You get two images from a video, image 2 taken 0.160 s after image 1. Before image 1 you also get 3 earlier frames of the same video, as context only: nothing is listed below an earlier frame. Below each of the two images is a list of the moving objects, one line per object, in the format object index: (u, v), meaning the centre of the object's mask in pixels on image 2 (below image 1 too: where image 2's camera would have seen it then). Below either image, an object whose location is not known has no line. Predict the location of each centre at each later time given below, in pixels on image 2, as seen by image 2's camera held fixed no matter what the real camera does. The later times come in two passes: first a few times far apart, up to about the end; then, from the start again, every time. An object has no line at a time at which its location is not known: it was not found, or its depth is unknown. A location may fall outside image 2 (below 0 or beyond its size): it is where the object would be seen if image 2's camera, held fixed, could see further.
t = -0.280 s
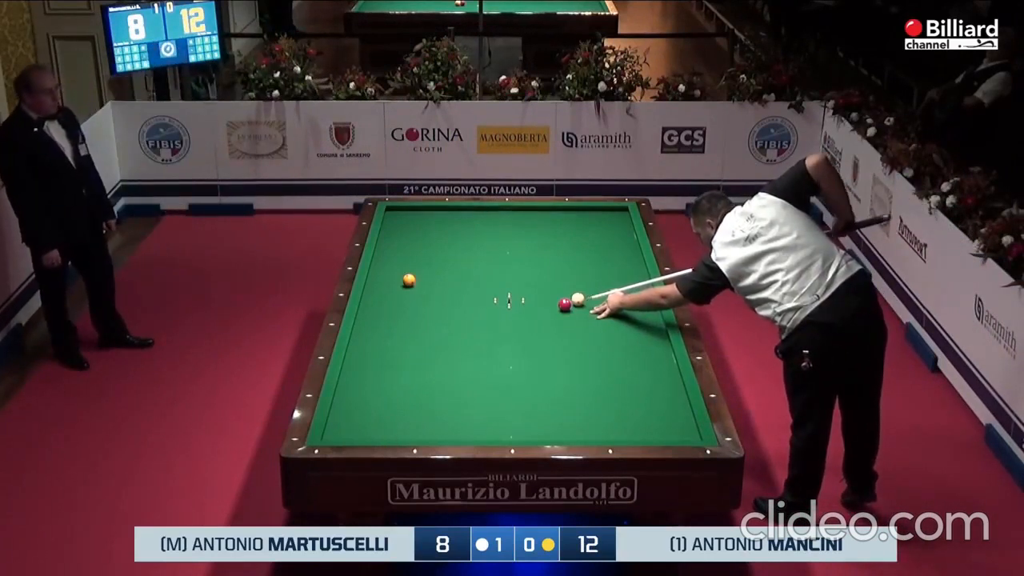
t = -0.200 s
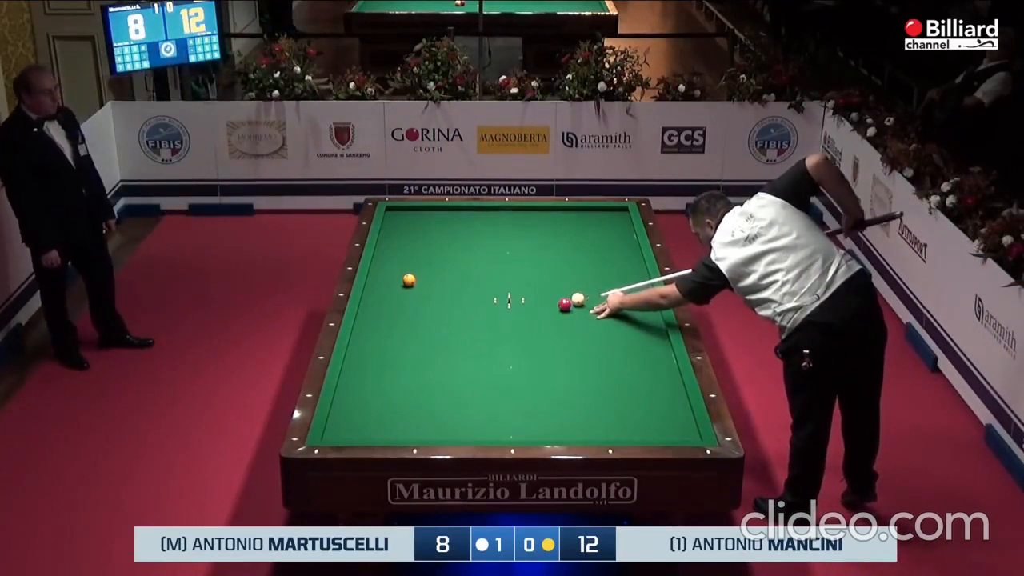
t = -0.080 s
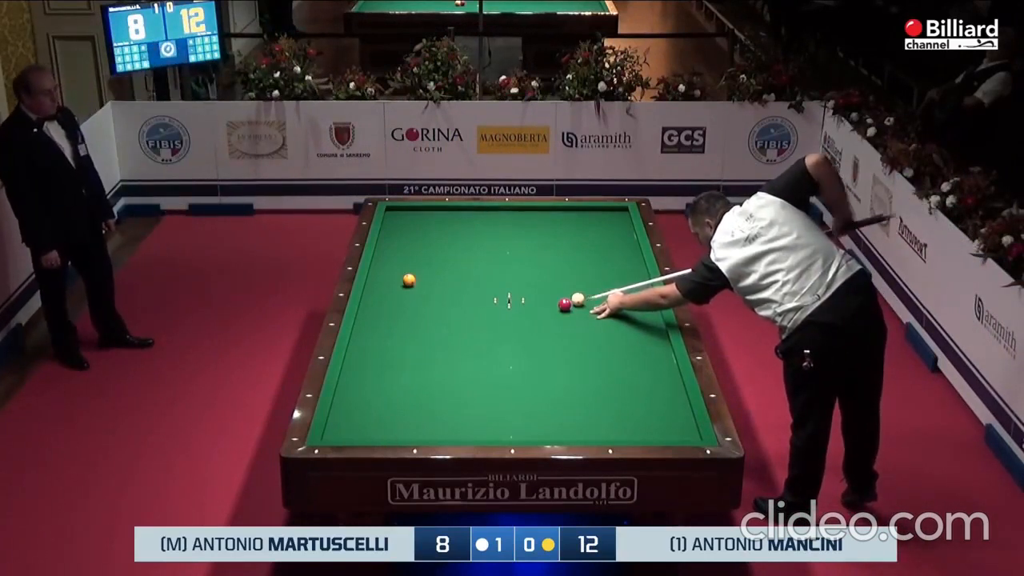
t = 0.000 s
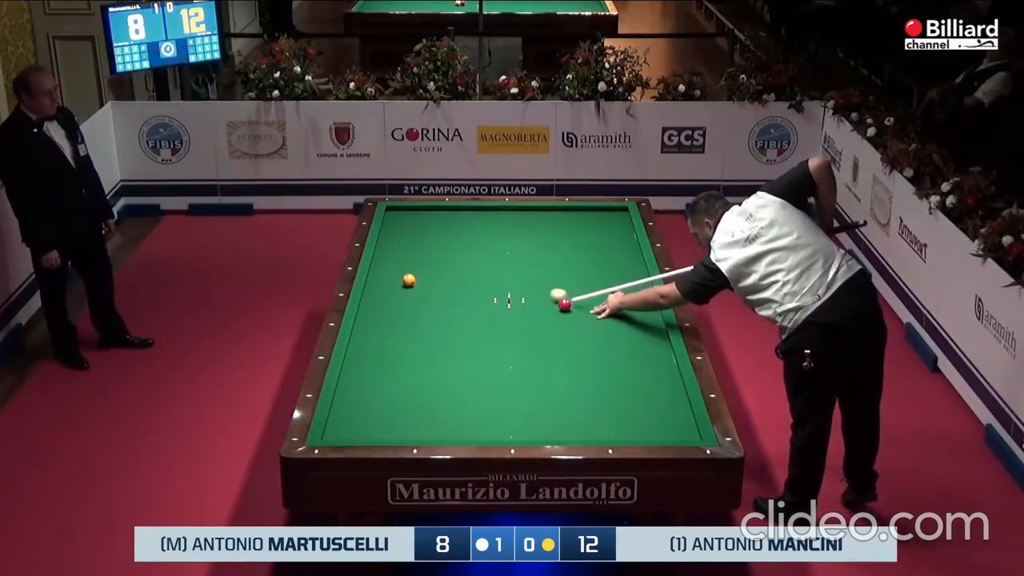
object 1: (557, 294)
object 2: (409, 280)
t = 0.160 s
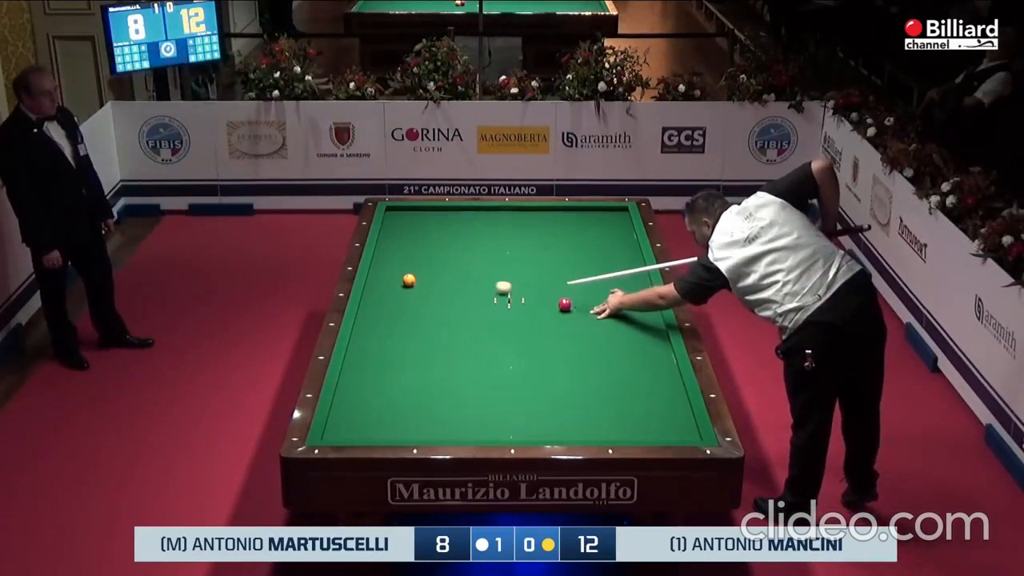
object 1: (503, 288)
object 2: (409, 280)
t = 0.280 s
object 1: (467, 282)
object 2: (409, 280)
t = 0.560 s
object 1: (399, 273)
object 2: (408, 281)
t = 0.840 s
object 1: (395, 270)
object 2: (403, 283)
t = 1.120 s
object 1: (424, 268)
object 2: (399, 285)
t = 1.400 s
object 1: (449, 266)
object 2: (396, 287)
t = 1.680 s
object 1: (474, 264)
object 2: (394, 288)
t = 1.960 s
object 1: (498, 263)
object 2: (391, 289)
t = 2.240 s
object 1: (521, 261)
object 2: (389, 291)
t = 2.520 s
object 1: (543, 259)
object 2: (388, 292)
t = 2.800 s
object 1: (565, 258)
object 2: (387, 292)
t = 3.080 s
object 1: (585, 256)
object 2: (387, 293)
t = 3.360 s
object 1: (605, 255)
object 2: (386, 292)
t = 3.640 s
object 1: (623, 253)
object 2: (386, 293)
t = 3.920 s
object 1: (633, 252)
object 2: (386, 293)
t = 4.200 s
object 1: (623, 249)
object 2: (386, 293)
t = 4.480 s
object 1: (614, 247)
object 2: (386, 293)
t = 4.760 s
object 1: (605, 245)
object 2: (386, 293)
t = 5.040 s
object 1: (596, 243)
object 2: (387, 293)
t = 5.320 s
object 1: (589, 241)
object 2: (387, 293)
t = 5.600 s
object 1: (581, 239)
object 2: (386, 293)
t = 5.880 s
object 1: (575, 237)
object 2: (386, 293)
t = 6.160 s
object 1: (569, 236)
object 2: (386, 293)
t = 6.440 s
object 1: (563, 235)
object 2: (386, 293)
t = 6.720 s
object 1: (558, 233)
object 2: (386, 293)
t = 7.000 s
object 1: (553, 232)
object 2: (386, 293)
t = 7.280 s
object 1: (549, 231)
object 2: (386, 293)
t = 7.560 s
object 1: (545, 231)
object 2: (386, 293)
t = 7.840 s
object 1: (542, 230)
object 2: (386, 293)
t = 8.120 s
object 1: (539, 229)
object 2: (386, 293)
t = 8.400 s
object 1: (537, 229)
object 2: (386, 293)
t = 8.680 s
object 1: (535, 228)
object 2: (386, 293)
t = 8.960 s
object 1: (534, 228)
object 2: (386, 293)
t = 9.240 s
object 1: (533, 228)
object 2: (386, 293)
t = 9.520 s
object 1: (532, 228)
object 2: (386, 293)
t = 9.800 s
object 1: (532, 228)
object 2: (386, 293)
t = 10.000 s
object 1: (532, 228)
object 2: (386, 293)
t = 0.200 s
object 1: (491, 285)
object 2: (409, 280)
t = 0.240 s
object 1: (478, 284)
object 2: (409, 280)
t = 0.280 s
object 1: (467, 282)
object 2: (409, 280)
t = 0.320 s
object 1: (456, 281)
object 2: (409, 280)
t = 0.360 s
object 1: (445, 280)
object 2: (409, 280)
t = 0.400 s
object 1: (435, 278)
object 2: (409, 280)
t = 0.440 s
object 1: (426, 277)
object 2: (409, 281)
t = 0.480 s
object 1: (417, 275)
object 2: (408, 281)
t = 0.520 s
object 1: (408, 272)
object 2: (408, 282)
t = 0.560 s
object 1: (399, 273)
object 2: (408, 281)
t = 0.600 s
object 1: (392, 273)
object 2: (407, 281)
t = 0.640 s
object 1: (385, 272)
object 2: (406, 281)
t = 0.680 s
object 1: (377, 271)
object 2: (406, 282)
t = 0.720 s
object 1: (377, 271)
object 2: (405, 282)
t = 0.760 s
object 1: (383, 270)
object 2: (404, 282)
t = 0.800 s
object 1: (389, 270)
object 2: (404, 283)
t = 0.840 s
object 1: (395, 270)
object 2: (403, 283)
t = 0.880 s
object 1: (400, 270)
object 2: (403, 284)
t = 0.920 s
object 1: (405, 269)
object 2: (402, 284)
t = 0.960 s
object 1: (408, 269)
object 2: (401, 284)
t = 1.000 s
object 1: (412, 269)
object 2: (401, 284)
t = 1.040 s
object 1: (416, 269)
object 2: (400, 284)
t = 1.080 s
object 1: (420, 268)
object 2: (400, 284)
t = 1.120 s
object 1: (424, 268)
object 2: (399, 285)
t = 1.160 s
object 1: (427, 268)
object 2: (399, 285)
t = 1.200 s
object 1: (431, 267)
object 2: (398, 285)
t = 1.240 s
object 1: (435, 267)
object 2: (398, 286)
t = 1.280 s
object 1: (438, 267)
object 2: (397, 286)
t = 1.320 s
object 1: (442, 267)
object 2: (397, 286)
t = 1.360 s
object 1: (446, 267)
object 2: (397, 286)
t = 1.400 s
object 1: (449, 266)
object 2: (396, 287)
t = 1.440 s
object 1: (453, 266)
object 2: (396, 287)
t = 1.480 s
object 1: (456, 266)
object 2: (395, 287)
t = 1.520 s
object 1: (460, 265)
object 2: (395, 287)
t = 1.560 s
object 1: (464, 265)
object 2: (395, 287)
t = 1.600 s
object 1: (467, 265)
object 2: (394, 288)
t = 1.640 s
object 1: (471, 265)
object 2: (394, 288)
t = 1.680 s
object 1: (474, 264)
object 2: (394, 288)
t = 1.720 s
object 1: (478, 264)
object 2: (393, 288)
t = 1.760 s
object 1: (481, 264)
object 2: (393, 289)
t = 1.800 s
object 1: (484, 264)
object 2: (392, 289)
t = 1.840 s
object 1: (488, 263)
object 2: (392, 289)
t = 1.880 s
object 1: (491, 263)
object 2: (392, 289)
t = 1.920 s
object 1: (495, 263)
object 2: (391, 289)
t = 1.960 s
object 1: (498, 263)
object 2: (391, 289)
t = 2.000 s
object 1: (501, 262)
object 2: (391, 290)
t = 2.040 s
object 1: (505, 262)
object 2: (390, 290)
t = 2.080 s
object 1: (508, 262)
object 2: (390, 290)
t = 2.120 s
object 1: (511, 262)
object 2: (390, 290)
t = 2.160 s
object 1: (515, 261)
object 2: (390, 290)
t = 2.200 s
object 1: (518, 261)
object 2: (390, 290)
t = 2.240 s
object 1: (521, 261)
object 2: (389, 291)
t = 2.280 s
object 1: (524, 261)
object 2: (389, 291)
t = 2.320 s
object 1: (528, 260)
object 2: (389, 291)
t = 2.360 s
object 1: (531, 260)
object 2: (389, 291)
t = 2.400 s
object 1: (534, 260)
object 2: (389, 291)
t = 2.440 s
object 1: (537, 260)
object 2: (389, 291)
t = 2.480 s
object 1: (540, 259)
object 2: (388, 291)
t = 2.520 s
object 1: (543, 259)
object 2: (388, 292)
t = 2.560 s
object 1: (547, 259)
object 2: (388, 292)
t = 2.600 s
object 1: (549, 259)
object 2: (388, 292)
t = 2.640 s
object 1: (553, 259)
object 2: (388, 292)
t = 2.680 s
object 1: (556, 258)
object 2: (388, 292)
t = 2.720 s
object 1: (559, 258)
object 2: (388, 292)
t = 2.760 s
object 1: (561, 258)
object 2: (388, 292)
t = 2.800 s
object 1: (565, 258)
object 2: (387, 292)
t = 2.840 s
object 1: (568, 257)
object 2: (387, 292)
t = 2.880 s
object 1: (571, 257)
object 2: (387, 292)
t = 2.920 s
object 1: (573, 257)
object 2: (387, 292)
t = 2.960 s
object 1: (576, 257)
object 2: (387, 292)
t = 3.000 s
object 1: (579, 257)
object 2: (387, 292)
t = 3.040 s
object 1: (582, 257)
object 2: (387, 293)
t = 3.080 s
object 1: (585, 256)
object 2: (387, 293)
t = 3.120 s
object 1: (588, 256)
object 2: (387, 293)
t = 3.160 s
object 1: (591, 256)
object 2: (387, 293)
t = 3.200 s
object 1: (593, 256)
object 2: (387, 293)
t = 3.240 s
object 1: (596, 255)
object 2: (387, 293)
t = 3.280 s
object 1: (599, 255)
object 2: (386, 293)
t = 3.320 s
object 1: (602, 255)
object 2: (387, 293)
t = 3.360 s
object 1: (605, 255)
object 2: (386, 292)
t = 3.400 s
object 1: (607, 255)
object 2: (386, 293)
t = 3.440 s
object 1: (610, 254)
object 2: (386, 293)
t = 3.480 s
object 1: (613, 254)
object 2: (386, 293)
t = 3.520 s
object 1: (615, 254)
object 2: (386, 293)
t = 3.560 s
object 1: (618, 254)
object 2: (386, 293)
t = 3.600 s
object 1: (621, 254)
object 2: (386, 293)
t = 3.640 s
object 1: (623, 253)
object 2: (386, 293)
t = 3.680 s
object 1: (626, 253)
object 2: (386, 293)
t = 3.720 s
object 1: (629, 253)
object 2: (386, 293)
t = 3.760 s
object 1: (631, 253)
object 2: (386, 293)
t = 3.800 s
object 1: (634, 253)
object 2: (386, 293)
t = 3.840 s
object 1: (636, 253)
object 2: (386, 293)
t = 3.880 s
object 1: (635, 252)
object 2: (386, 293)
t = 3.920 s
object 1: (633, 252)
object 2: (386, 293)
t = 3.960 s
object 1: (632, 251)
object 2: (386, 293)
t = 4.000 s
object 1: (630, 251)
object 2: (386, 293)
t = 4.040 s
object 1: (629, 251)
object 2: (386, 293)
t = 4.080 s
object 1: (628, 250)
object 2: (386, 293)
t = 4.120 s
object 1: (626, 250)
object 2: (386, 293)
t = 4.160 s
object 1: (625, 250)
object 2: (386, 293)
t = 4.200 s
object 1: (623, 249)
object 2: (386, 293)
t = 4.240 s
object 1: (622, 249)
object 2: (386, 293)
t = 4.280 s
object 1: (620, 249)
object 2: (386, 293)
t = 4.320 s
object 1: (619, 248)
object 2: (386, 293)
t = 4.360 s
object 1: (618, 248)
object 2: (386, 293)
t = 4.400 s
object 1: (616, 248)
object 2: (386, 293)
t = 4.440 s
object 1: (615, 247)
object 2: (386, 293)
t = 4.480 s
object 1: (614, 247)
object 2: (386, 293)
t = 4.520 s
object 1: (612, 247)
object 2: (386, 293)
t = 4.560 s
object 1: (611, 246)
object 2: (386, 293)
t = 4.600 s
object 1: (610, 246)
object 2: (386, 293)
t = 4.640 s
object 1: (608, 246)
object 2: (386, 293)
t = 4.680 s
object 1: (607, 245)
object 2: (386, 293)
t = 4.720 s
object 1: (606, 245)
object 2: (386, 293)
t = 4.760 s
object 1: (605, 245)
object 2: (386, 293)
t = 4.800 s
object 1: (603, 244)
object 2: (386, 293)
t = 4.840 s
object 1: (602, 244)
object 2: (386, 293)
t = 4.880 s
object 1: (601, 244)
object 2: (386, 293)
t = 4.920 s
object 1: (600, 244)
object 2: (386, 293)
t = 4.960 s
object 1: (599, 243)
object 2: (386, 293)
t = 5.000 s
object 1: (598, 243)
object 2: (387, 293)
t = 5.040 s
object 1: (596, 243)
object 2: (387, 293)
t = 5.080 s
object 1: (595, 243)
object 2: (387, 293)
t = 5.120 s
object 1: (594, 242)
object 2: (387, 293)
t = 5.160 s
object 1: (593, 242)
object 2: (387, 293)
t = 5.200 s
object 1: (592, 241)
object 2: (387, 293)
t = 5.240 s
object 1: (591, 241)
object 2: (387, 293)
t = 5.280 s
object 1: (590, 241)
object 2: (387, 293)
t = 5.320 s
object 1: (589, 241)
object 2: (387, 293)
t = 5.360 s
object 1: (588, 241)
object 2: (387, 293)
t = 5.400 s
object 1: (586, 240)
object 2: (387, 293)
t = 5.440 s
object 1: (585, 240)
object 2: (387, 293)
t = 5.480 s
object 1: (584, 240)
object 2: (387, 293)
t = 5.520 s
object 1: (583, 240)
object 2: (387, 293)
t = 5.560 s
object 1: (582, 240)
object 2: (386, 293)
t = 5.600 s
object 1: (581, 239)
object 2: (386, 293)
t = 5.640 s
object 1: (580, 239)
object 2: (386, 293)
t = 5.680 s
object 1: (579, 239)
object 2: (386, 293)
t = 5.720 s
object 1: (578, 238)
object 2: (386, 293)
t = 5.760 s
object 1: (577, 238)
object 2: (386, 293)
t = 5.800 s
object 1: (577, 238)
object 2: (386, 293)
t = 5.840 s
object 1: (576, 237)
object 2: (386, 293)
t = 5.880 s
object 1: (575, 237)
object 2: (386, 293)
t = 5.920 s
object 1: (574, 237)
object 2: (386, 293)
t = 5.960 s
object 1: (573, 237)
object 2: (386, 293)
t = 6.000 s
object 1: (572, 237)
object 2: (386, 293)
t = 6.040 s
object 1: (571, 237)
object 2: (386, 293)
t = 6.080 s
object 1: (570, 236)
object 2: (386, 293)
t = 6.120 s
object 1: (569, 236)
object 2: (386, 293)
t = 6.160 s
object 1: (569, 236)
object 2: (386, 293)
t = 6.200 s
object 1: (568, 236)
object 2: (386, 293)
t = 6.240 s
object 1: (567, 236)
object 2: (386, 293)
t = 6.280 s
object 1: (566, 235)
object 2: (386, 293)
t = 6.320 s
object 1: (565, 235)
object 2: (386, 293)
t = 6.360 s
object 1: (564, 235)
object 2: (386, 293)
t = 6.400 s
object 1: (564, 235)
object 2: (386, 293)
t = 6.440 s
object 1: (563, 235)
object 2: (386, 293)
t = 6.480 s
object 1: (562, 234)
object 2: (386, 293)
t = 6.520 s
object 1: (561, 234)
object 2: (386, 293)
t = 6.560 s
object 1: (560, 234)
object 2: (386, 293)
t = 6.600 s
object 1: (560, 234)
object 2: (386, 293)
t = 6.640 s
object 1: (559, 234)
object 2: (386, 293)
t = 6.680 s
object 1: (558, 234)
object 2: (386, 293)
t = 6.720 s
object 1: (558, 233)
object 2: (386, 293)
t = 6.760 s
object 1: (557, 233)
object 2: (386, 293)
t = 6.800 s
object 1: (556, 233)
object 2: (386, 293)
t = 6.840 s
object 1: (556, 233)
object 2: (386, 293)
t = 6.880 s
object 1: (555, 233)
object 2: (386, 293)
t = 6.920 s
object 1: (554, 233)
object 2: (386, 293)
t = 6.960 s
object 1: (554, 233)
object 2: (386, 293)
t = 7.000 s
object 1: (553, 232)
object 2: (386, 293)
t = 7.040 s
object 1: (552, 232)
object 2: (386, 293)
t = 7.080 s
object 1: (552, 232)
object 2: (386, 293)
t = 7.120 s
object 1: (551, 232)
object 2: (386, 293)
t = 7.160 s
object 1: (550, 232)
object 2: (386, 293)
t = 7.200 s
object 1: (550, 232)
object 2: (386, 293)
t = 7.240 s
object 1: (549, 232)
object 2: (386, 293)
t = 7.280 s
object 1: (549, 231)
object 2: (386, 293)
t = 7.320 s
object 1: (548, 231)
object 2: (386, 293)
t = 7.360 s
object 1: (548, 231)
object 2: (386, 293)
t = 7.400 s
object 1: (547, 231)
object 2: (386, 293)
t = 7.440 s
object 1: (547, 231)
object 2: (386, 293)
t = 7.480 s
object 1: (546, 231)
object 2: (386, 293)
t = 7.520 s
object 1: (546, 231)
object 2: (386, 293)
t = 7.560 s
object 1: (545, 231)
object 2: (386, 293)
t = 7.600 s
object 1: (544, 231)
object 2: (386, 293)
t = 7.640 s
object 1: (544, 231)
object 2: (386, 293)
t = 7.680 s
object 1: (543, 230)
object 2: (386, 293)
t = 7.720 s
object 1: (543, 230)
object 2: (386, 293)
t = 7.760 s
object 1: (543, 230)
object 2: (386, 293)
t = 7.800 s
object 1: (542, 230)
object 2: (386, 293)
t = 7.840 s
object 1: (542, 230)
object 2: (386, 293)
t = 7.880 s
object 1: (541, 230)
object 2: (386, 293)
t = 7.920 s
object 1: (541, 230)
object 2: (386, 293)
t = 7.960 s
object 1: (541, 230)
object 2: (386, 293)
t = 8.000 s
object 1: (540, 229)
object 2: (386, 293)
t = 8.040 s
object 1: (540, 229)
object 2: (386, 293)
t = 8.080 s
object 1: (539, 229)
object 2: (386, 293)
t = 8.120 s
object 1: (539, 229)
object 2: (386, 293)
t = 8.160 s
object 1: (539, 229)
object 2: (386, 293)
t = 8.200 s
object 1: (538, 229)
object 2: (386, 293)
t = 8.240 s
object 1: (538, 229)
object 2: (386, 293)
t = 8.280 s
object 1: (538, 229)
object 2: (386, 293)
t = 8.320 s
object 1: (537, 229)
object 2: (386, 293)
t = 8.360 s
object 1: (537, 229)
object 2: (386, 293)
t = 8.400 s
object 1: (537, 229)
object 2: (386, 293)
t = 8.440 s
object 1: (536, 229)
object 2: (386, 293)
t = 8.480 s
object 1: (536, 229)
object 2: (386, 293)
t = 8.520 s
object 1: (536, 229)
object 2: (386, 293)
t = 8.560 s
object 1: (536, 229)
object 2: (386, 293)
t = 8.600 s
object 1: (535, 229)
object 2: (386, 293)
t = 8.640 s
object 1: (535, 229)
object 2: (386, 293)
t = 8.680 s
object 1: (535, 228)
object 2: (386, 293)
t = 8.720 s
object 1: (535, 228)
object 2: (386, 293)
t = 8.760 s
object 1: (534, 228)
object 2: (386, 293)
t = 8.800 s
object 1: (534, 228)
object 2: (386, 293)
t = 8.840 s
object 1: (534, 228)
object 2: (386, 293)
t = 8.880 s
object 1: (534, 228)
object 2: (386, 293)
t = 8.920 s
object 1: (534, 228)
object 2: (386, 293)
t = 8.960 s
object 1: (534, 228)
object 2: (386, 293)
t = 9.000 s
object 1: (534, 228)
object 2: (386, 293)
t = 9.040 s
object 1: (533, 228)
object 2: (386, 293)
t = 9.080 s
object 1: (533, 228)
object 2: (386, 293)
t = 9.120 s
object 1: (533, 228)
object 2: (386, 293)
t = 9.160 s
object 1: (533, 228)
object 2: (386, 293)
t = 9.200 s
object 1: (533, 228)
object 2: (386, 293)
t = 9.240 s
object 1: (533, 228)
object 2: (386, 293)
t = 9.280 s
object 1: (533, 228)
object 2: (386, 293)
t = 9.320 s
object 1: (533, 228)
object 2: (386, 293)
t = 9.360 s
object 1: (532, 228)
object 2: (386, 293)
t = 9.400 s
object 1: (532, 228)
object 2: (386, 293)
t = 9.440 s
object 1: (532, 228)
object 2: (386, 293)
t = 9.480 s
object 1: (532, 228)
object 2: (386, 293)
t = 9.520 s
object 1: (532, 228)
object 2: (386, 293)
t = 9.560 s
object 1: (532, 228)
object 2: (386, 293)
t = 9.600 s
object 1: (532, 228)
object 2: (386, 293)
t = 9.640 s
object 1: (532, 228)
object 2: (386, 293)
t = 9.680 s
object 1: (532, 228)
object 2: (386, 293)
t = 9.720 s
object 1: (532, 228)
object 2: (386, 293)
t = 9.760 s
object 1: (532, 228)
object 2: (386, 293)
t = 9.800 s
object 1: (532, 228)
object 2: (386, 293)
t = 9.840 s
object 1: (532, 228)
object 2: (386, 293)
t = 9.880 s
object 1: (532, 228)
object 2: (386, 293)
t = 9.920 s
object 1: (532, 228)
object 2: (386, 293)
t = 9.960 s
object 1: (532, 228)
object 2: (386, 293)
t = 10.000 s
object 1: (532, 228)
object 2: (386, 293)
